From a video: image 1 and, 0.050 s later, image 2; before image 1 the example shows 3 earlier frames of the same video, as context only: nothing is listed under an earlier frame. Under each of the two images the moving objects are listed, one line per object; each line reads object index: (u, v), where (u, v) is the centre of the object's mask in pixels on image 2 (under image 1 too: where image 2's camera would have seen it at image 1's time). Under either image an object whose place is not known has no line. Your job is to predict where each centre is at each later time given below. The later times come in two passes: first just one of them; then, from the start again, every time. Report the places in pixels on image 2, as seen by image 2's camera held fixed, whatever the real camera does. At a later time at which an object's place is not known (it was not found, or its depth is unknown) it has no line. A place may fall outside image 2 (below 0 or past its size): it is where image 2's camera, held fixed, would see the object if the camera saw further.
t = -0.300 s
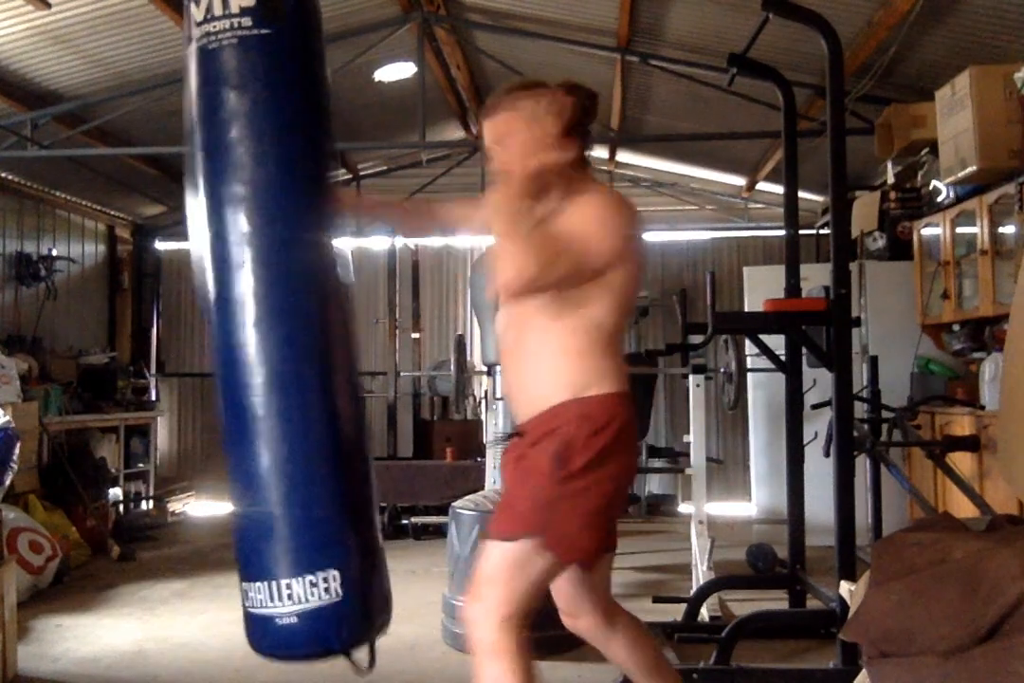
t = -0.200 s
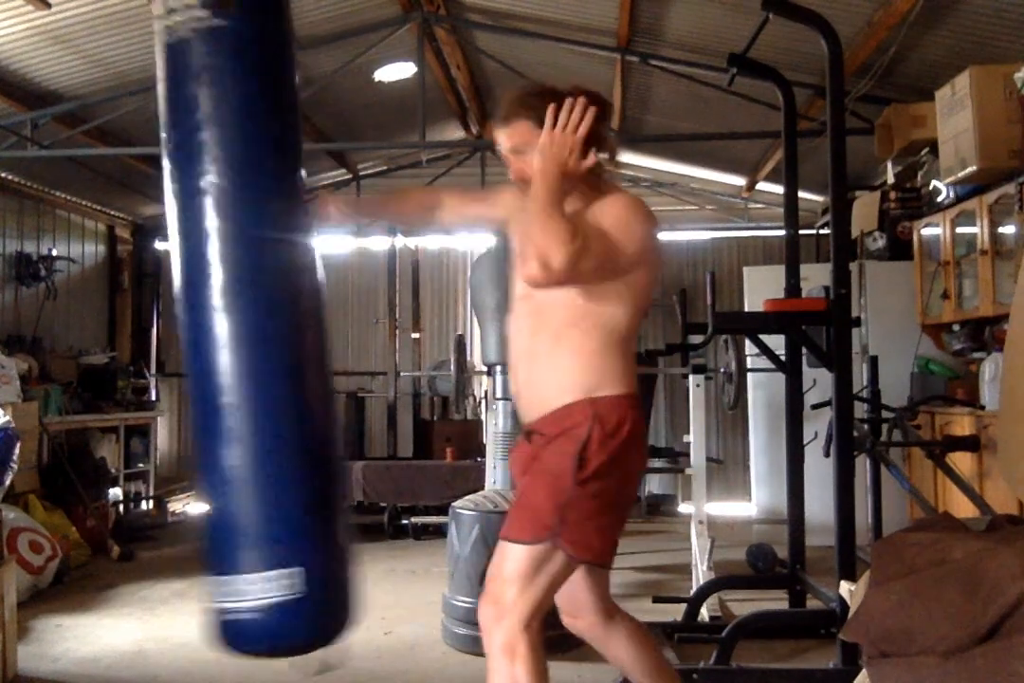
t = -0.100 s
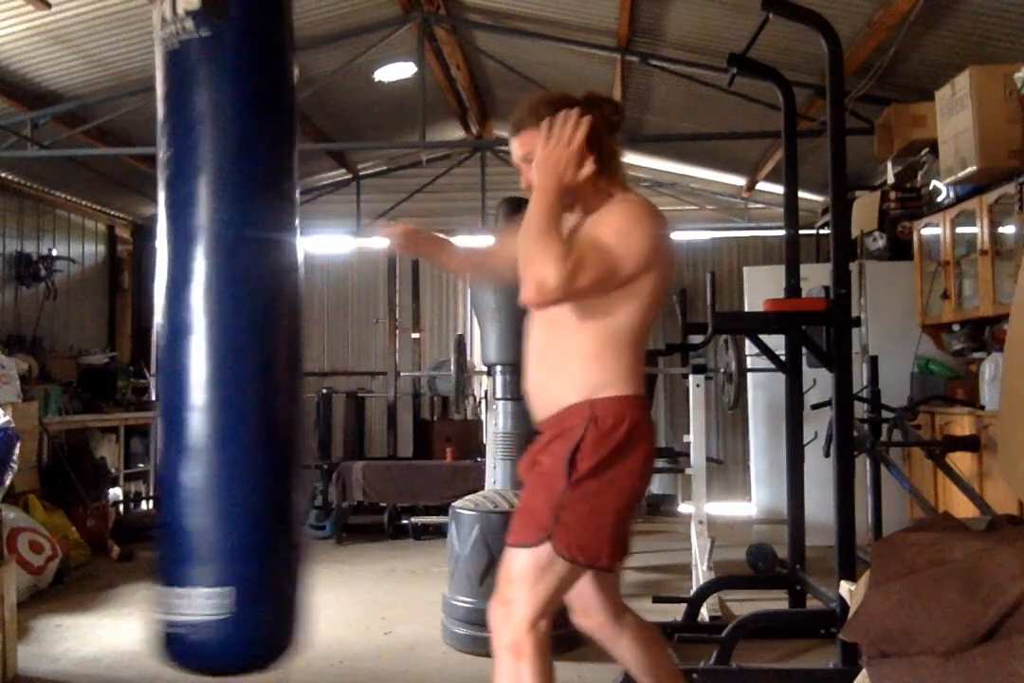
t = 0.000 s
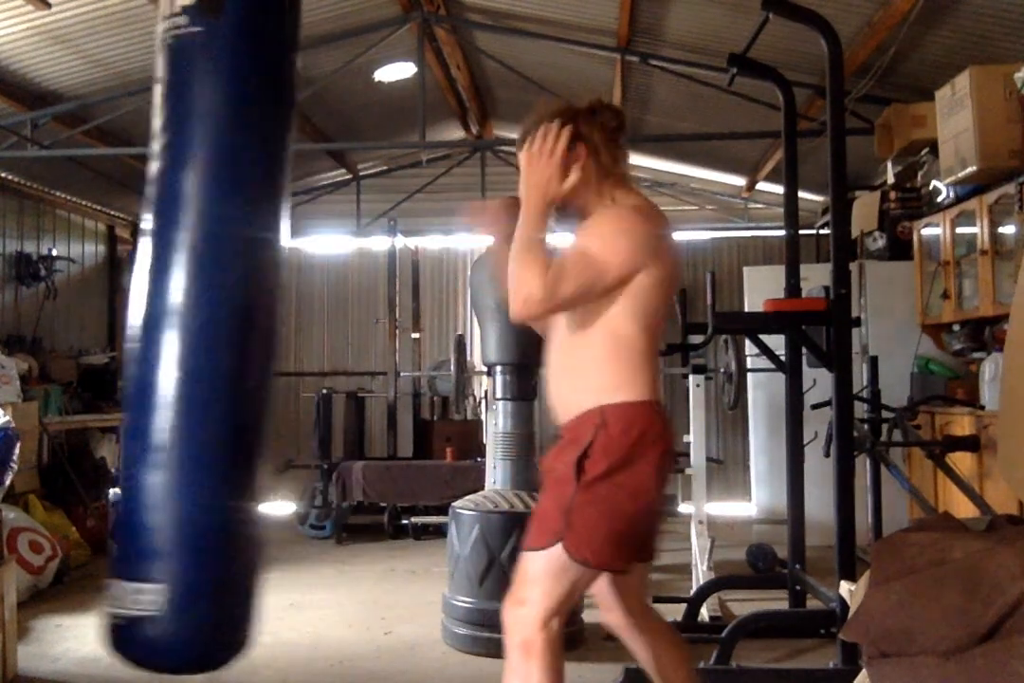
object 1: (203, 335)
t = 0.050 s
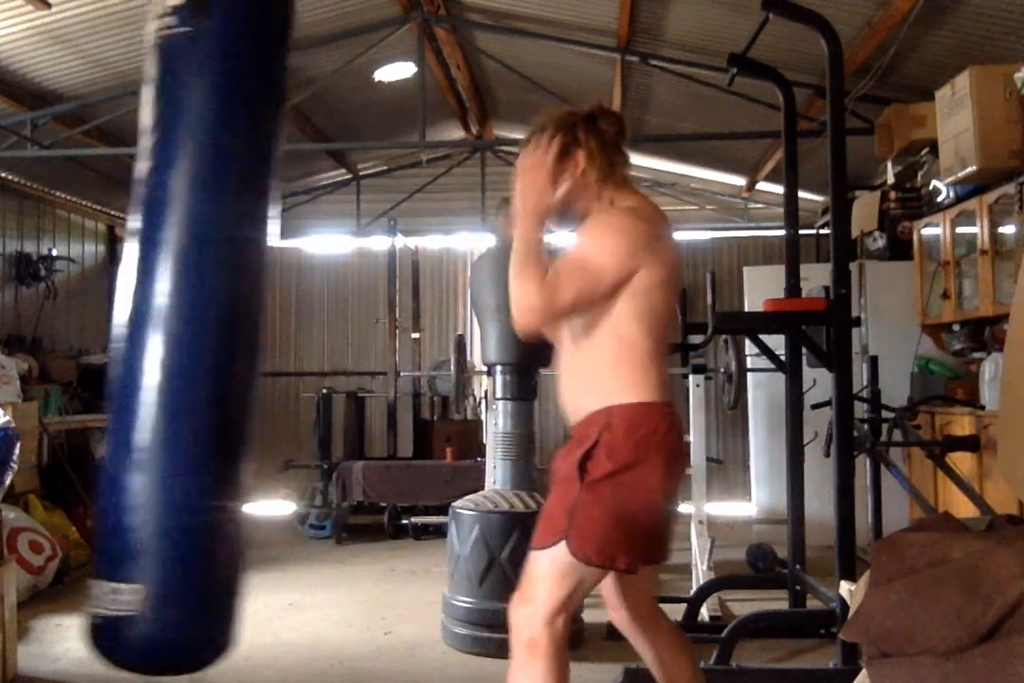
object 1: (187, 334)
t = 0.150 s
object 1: (163, 335)
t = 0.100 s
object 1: (174, 336)
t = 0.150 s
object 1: (163, 335)
